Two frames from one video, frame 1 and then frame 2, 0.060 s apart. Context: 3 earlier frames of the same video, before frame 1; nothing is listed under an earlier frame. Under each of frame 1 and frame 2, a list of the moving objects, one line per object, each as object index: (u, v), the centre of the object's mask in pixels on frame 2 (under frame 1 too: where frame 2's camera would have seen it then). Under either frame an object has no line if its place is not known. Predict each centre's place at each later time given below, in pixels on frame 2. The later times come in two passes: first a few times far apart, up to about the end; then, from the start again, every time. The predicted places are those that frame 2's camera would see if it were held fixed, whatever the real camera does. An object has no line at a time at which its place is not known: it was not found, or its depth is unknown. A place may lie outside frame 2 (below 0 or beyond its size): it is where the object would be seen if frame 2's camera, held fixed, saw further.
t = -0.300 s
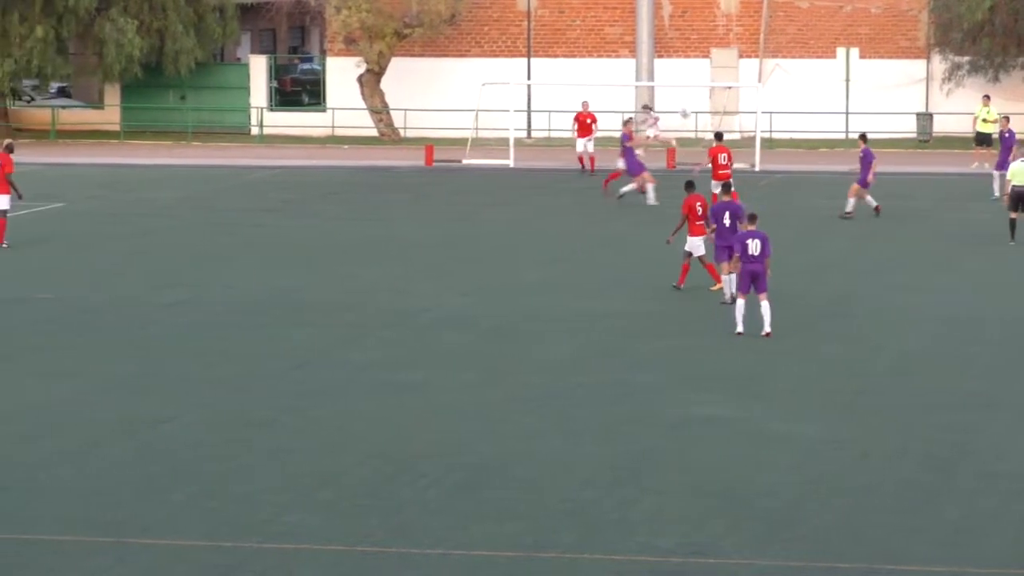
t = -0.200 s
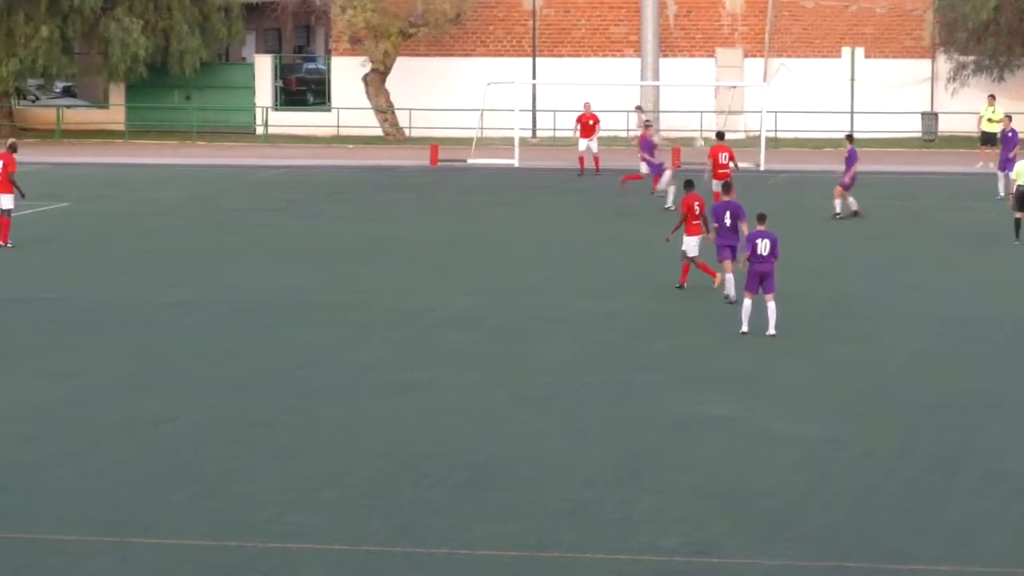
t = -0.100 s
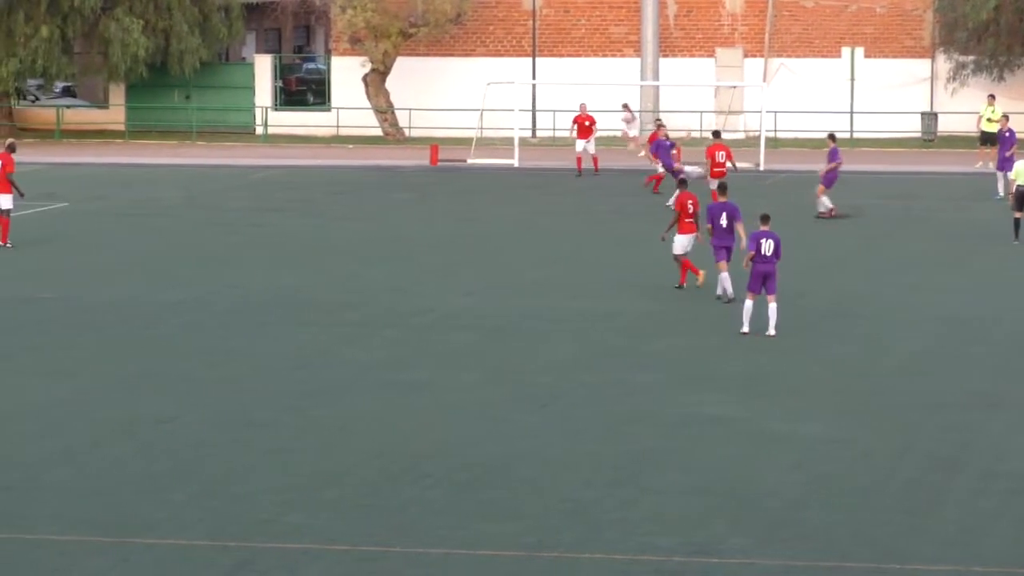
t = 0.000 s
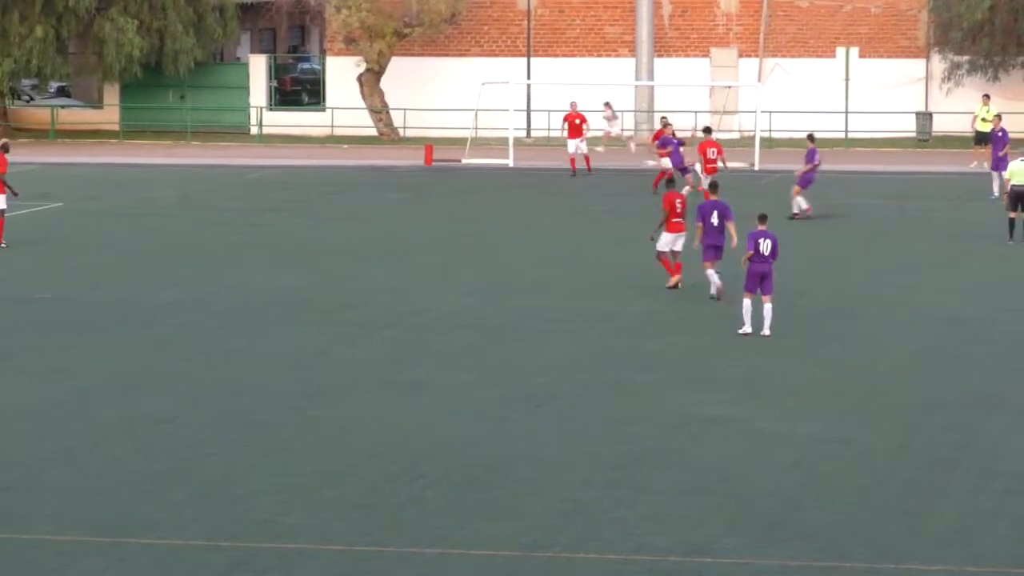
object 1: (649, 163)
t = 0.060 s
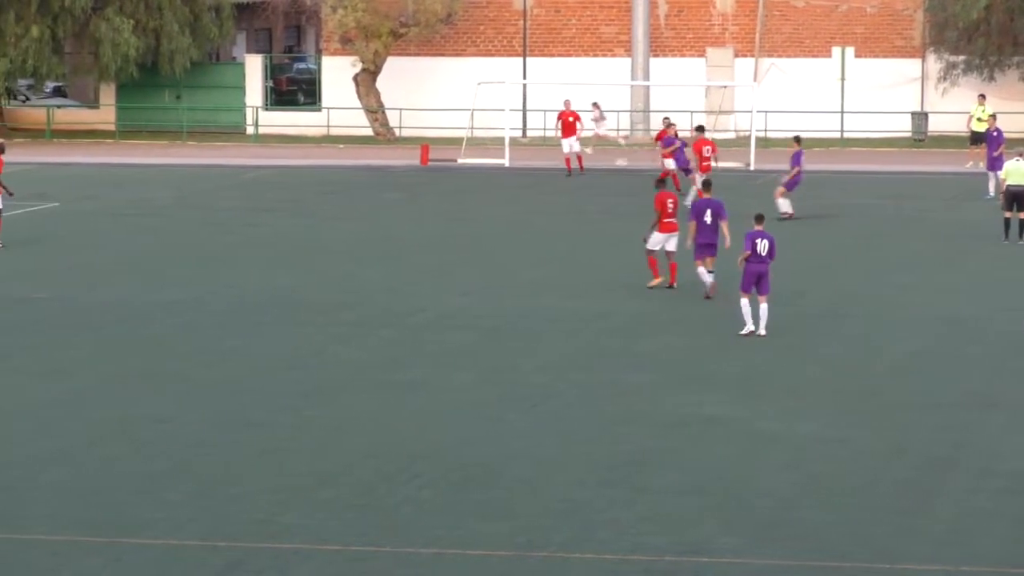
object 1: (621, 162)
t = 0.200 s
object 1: (554, 167)
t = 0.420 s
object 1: (464, 196)
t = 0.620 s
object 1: (396, 222)
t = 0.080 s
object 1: (613, 162)
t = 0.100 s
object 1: (603, 160)
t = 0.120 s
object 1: (595, 161)
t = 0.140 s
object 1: (584, 162)
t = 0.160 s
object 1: (575, 163)
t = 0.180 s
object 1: (565, 165)
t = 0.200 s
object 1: (554, 167)
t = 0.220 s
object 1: (546, 168)
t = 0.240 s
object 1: (536, 171)
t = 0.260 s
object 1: (527, 172)
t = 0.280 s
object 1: (519, 174)
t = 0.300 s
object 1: (512, 176)
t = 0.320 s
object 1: (506, 179)
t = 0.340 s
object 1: (497, 182)
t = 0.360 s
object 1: (489, 185)
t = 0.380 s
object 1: (481, 188)
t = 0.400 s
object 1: (473, 192)
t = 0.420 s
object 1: (464, 196)
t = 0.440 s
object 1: (456, 199)
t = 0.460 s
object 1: (447, 204)
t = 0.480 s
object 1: (438, 207)
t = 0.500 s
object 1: (432, 212)
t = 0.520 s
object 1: (426, 217)
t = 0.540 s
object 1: (419, 223)
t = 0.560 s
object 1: (411, 228)
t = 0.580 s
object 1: (405, 228)
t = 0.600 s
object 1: (400, 225)
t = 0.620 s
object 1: (396, 222)
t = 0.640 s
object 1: (391, 219)
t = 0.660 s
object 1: (387, 216)
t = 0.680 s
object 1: (383, 213)
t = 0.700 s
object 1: (379, 211)
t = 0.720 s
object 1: (375, 208)
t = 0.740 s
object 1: (372, 207)
